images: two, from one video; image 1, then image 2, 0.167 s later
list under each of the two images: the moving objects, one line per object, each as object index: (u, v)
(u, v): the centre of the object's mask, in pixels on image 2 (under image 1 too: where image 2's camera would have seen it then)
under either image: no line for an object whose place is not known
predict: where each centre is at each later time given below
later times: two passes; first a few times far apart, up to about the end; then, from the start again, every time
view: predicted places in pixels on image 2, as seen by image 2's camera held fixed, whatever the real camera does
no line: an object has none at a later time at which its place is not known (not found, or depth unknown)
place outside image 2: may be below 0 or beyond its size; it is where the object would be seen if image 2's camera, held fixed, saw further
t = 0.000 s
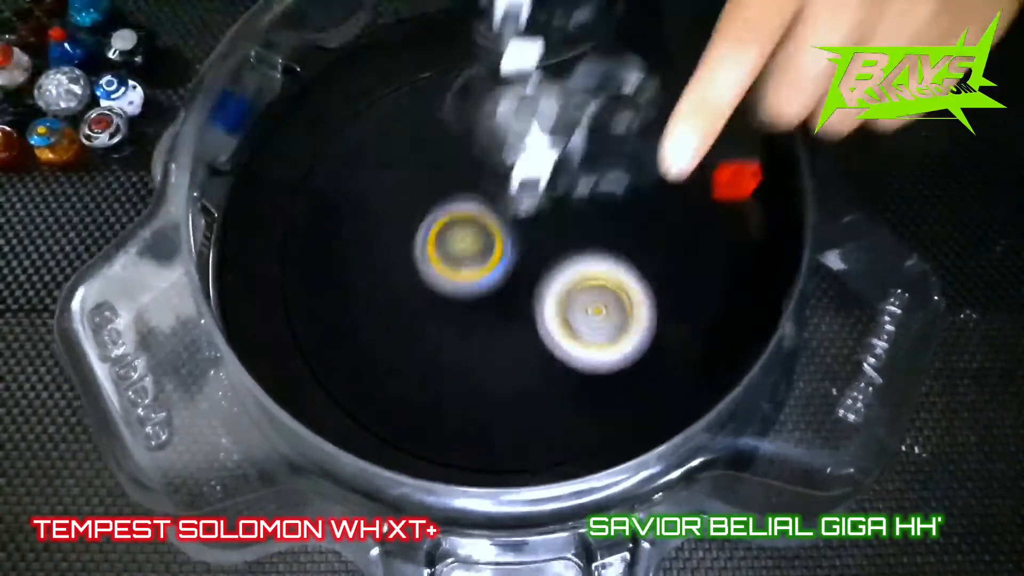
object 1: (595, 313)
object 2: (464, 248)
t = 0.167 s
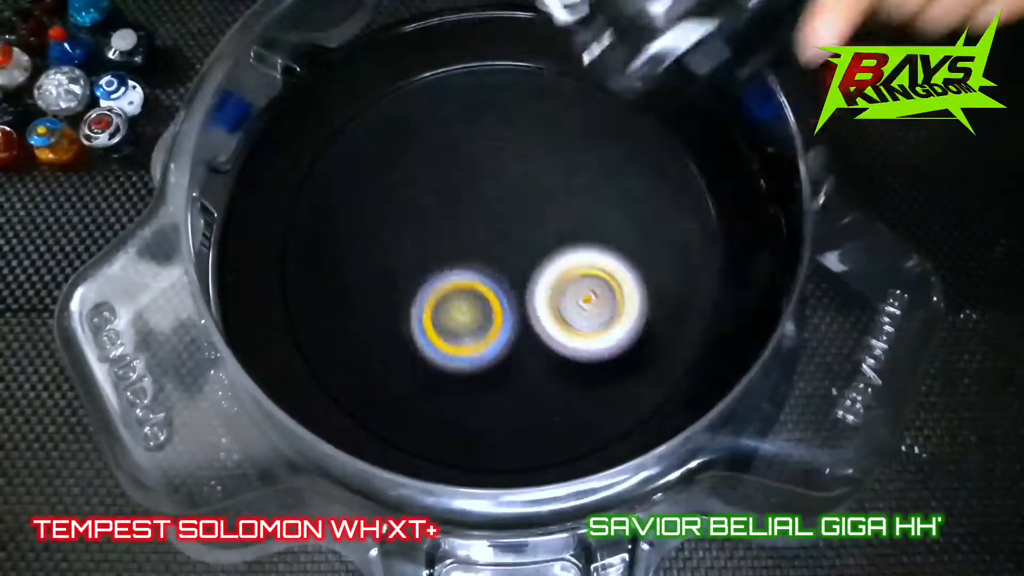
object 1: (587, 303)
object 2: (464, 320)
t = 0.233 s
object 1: (591, 281)
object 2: (455, 329)
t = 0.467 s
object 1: (573, 177)
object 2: (453, 309)
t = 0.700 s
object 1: (465, 174)
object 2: (490, 289)
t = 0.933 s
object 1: (436, 228)
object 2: (530, 298)
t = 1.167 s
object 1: (455, 260)
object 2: (602, 280)
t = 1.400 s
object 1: (411, 259)
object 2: (684, 197)
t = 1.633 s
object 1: (442, 247)
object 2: (602, 172)
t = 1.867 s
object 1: (409, 323)
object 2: (569, 133)
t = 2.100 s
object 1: (473, 324)
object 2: (511, 178)
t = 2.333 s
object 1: (529, 427)
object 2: (500, 116)
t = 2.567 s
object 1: (559, 337)
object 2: (485, 172)
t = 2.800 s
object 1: (559, 291)
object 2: (449, 155)
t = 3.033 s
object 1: (480, 314)
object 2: (453, 165)
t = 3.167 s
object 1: (465, 344)
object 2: (464, 155)
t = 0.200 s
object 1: (584, 294)
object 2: (465, 326)
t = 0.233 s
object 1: (591, 281)
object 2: (455, 329)
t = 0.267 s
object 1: (597, 267)
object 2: (448, 329)
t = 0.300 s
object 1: (601, 252)
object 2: (445, 327)
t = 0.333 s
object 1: (601, 236)
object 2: (444, 324)
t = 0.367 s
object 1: (599, 220)
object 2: (444, 320)
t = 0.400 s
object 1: (593, 203)
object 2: (446, 316)
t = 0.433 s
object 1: (585, 189)
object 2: (449, 312)
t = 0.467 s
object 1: (573, 177)
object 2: (453, 309)
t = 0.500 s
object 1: (560, 168)
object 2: (457, 306)
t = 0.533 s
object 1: (544, 162)
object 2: (461, 302)
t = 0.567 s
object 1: (528, 159)
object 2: (466, 298)
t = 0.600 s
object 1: (511, 161)
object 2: (472, 294)
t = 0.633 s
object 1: (495, 165)
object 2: (478, 290)
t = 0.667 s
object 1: (478, 173)
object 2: (485, 284)
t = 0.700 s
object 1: (465, 174)
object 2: (490, 289)
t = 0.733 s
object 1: (453, 173)
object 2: (495, 298)
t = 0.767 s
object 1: (443, 175)
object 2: (500, 303)
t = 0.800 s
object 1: (436, 180)
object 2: (506, 307)
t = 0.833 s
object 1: (432, 189)
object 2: (512, 307)
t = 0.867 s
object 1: (430, 200)
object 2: (518, 305)
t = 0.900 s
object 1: (432, 214)
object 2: (524, 302)
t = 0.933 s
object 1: (436, 228)
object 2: (530, 298)
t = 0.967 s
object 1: (433, 232)
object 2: (545, 303)
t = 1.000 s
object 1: (430, 234)
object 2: (561, 309)
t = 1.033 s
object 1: (430, 236)
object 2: (576, 309)
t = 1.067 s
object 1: (432, 241)
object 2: (587, 306)
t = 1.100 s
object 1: (438, 247)
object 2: (595, 299)
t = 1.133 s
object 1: (446, 254)
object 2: (598, 290)
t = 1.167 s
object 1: (455, 260)
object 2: (602, 280)
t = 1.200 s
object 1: (468, 267)
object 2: (602, 268)
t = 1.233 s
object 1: (481, 272)
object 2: (599, 255)
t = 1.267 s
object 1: (472, 272)
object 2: (615, 244)
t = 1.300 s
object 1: (452, 269)
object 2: (643, 232)
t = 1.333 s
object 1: (435, 266)
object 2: (664, 219)
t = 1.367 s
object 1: (421, 262)
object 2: (678, 207)
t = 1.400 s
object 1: (411, 259)
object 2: (684, 197)
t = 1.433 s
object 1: (405, 255)
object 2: (685, 189)
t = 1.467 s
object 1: (403, 251)
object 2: (680, 182)
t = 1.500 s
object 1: (404, 249)
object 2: (669, 178)
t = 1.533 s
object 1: (410, 247)
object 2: (657, 175)
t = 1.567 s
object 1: (419, 246)
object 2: (640, 172)
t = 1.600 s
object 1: (429, 246)
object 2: (622, 171)
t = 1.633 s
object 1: (442, 247)
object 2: (602, 172)
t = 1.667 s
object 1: (456, 249)
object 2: (581, 173)
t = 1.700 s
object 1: (471, 252)
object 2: (557, 175)
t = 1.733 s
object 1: (463, 266)
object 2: (555, 168)
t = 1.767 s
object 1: (443, 284)
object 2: (564, 154)
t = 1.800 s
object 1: (427, 299)
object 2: (569, 144)
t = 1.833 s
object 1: (416, 313)
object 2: (570, 137)
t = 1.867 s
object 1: (409, 323)
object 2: (569, 133)
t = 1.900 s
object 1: (407, 331)
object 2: (566, 132)
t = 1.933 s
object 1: (409, 337)
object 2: (560, 134)
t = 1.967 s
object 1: (416, 340)
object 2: (552, 139)
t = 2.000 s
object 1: (427, 340)
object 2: (544, 146)
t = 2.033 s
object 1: (441, 337)
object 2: (533, 155)
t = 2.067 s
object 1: (456, 332)
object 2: (522, 166)
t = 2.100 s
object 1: (473, 324)
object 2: (511, 178)
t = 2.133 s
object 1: (489, 314)
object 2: (502, 192)
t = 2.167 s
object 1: (502, 315)
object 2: (495, 200)
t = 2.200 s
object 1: (506, 345)
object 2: (496, 178)
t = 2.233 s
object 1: (511, 375)
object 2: (498, 155)
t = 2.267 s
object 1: (517, 400)
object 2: (500, 136)
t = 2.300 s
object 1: (523, 417)
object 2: (500, 123)
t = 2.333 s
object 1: (529, 427)
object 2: (500, 116)
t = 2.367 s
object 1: (535, 430)
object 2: (498, 113)
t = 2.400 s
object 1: (541, 428)
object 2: (495, 115)
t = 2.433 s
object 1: (547, 421)
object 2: (493, 120)
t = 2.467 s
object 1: (552, 407)
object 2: (491, 129)
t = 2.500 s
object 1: (556, 387)
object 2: (488, 141)
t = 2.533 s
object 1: (559, 363)
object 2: (486, 155)
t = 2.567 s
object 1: (559, 337)
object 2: (485, 172)
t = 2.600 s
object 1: (557, 308)
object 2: (485, 189)
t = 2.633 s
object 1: (555, 285)
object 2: (485, 202)
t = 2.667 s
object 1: (562, 287)
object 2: (474, 187)
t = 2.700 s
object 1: (566, 291)
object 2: (465, 173)
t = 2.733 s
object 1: (567, 292)
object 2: (458, 163)
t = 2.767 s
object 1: (565, 293)
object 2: (453, 157)
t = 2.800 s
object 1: (559, 291)
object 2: (449, 155)
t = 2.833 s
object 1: (550, 288)
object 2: (446, 158)
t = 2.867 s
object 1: (538, 285)
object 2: (445, 164)
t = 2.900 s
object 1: (525, 281)
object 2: (446, 172)
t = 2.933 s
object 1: (510, 278)
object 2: (448, 181)
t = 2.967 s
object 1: (499, 284)
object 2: (450, 183)
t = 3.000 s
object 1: (489, 300)
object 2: (451, 173)
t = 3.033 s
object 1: (480, 314)
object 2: (453, 165)
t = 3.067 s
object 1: (472, 325)
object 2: (455, 159)
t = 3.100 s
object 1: (467, 334)
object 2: (458, 157)
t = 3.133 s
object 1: (465, 340)
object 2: (461, 155)
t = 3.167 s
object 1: (465, 344)
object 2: (464, 155)
